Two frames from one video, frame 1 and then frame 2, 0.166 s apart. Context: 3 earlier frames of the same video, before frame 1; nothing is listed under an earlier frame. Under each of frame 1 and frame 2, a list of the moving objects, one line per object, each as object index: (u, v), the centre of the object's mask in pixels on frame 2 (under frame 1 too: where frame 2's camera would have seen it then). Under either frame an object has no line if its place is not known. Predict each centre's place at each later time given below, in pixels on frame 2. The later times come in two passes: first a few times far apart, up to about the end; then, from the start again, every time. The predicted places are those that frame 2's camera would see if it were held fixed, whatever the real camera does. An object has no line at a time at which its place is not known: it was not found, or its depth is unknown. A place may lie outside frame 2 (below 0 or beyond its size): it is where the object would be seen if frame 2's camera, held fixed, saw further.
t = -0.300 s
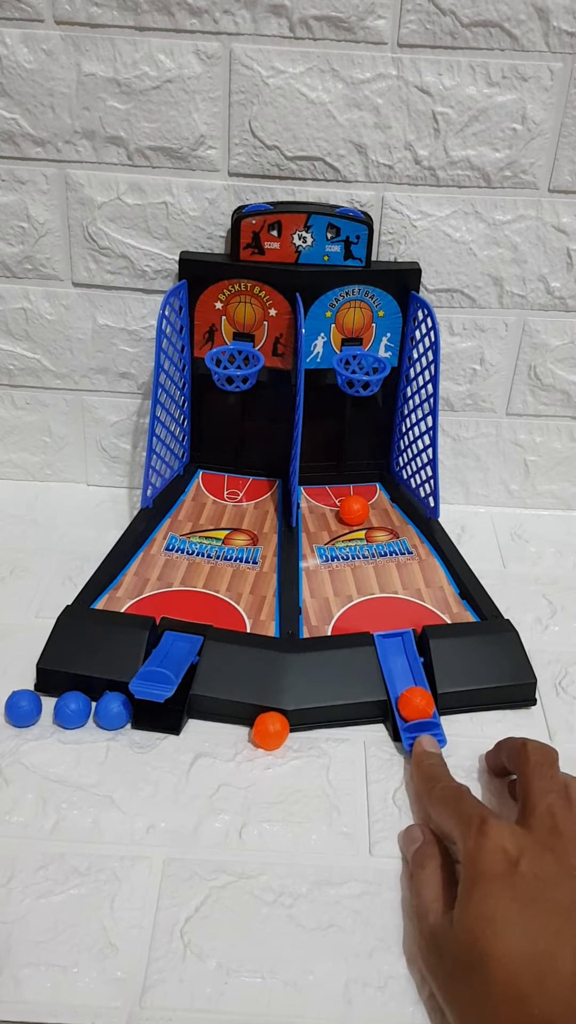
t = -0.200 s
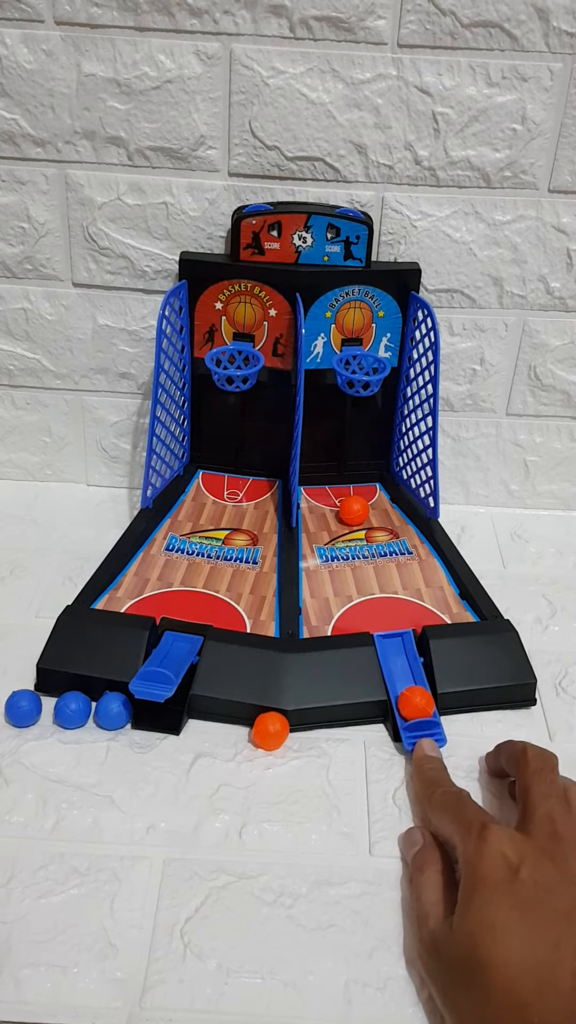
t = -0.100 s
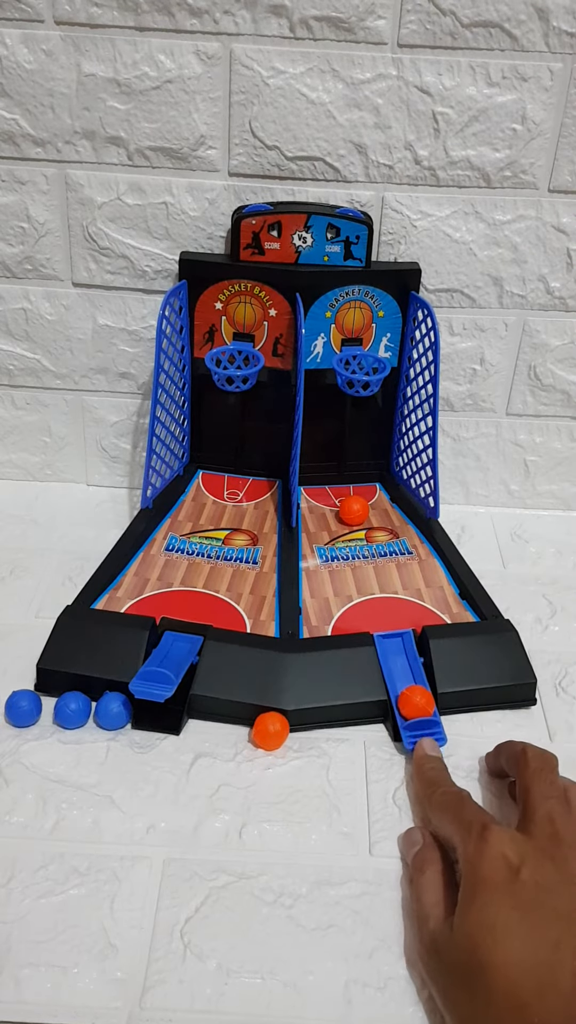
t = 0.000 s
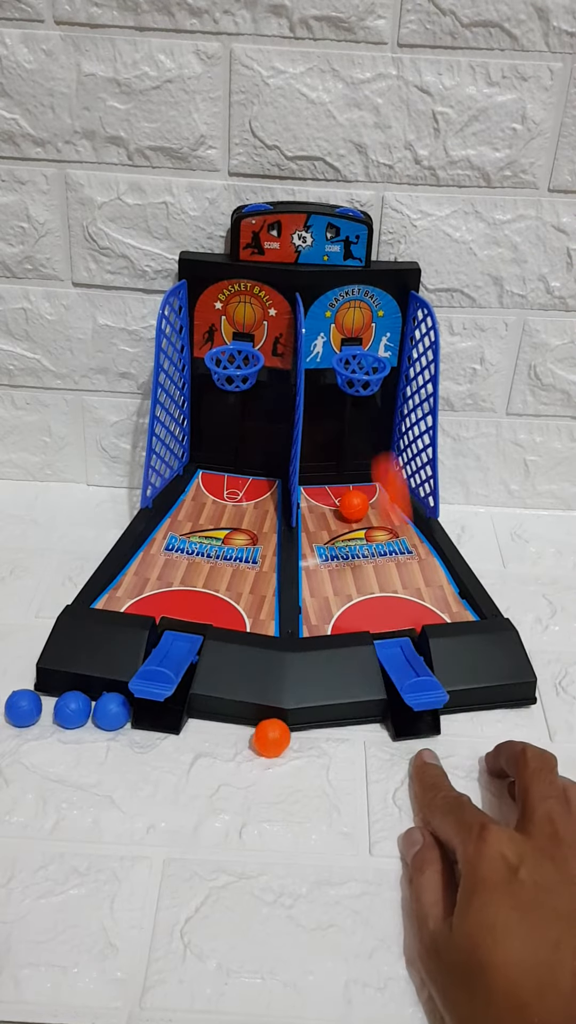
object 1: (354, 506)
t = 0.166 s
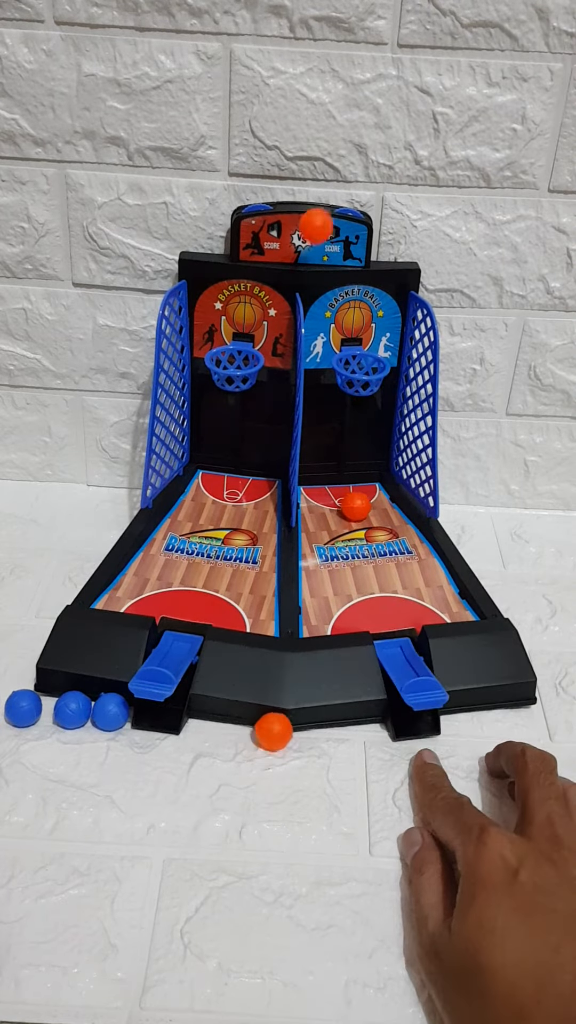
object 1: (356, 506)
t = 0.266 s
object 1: (360, 503)
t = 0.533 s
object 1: (376, 505)
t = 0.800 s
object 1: (388, 500)
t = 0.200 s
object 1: (357, 505)
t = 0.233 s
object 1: (358, 504)
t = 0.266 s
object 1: (360, 503)
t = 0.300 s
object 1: (362, 502)
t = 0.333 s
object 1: (365, 501)
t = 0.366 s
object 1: (366, 502)
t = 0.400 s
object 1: (368, 503)
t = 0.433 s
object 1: (370, 504)
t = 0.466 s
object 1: (372, 504)
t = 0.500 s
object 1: (374, 505)
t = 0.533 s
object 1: (376, 505)
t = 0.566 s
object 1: (379, 505)
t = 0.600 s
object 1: (381, 505)
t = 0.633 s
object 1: (383, 504)
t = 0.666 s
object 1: (386, 504)
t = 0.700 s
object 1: (387, 503)
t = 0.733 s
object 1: (387, 502)
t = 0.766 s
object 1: (388, 501)
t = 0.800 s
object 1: (388, 500)
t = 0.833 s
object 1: (388, 500)
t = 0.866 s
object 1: (386, 500)
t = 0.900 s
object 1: (385, 499)
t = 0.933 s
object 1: (383, 499)
